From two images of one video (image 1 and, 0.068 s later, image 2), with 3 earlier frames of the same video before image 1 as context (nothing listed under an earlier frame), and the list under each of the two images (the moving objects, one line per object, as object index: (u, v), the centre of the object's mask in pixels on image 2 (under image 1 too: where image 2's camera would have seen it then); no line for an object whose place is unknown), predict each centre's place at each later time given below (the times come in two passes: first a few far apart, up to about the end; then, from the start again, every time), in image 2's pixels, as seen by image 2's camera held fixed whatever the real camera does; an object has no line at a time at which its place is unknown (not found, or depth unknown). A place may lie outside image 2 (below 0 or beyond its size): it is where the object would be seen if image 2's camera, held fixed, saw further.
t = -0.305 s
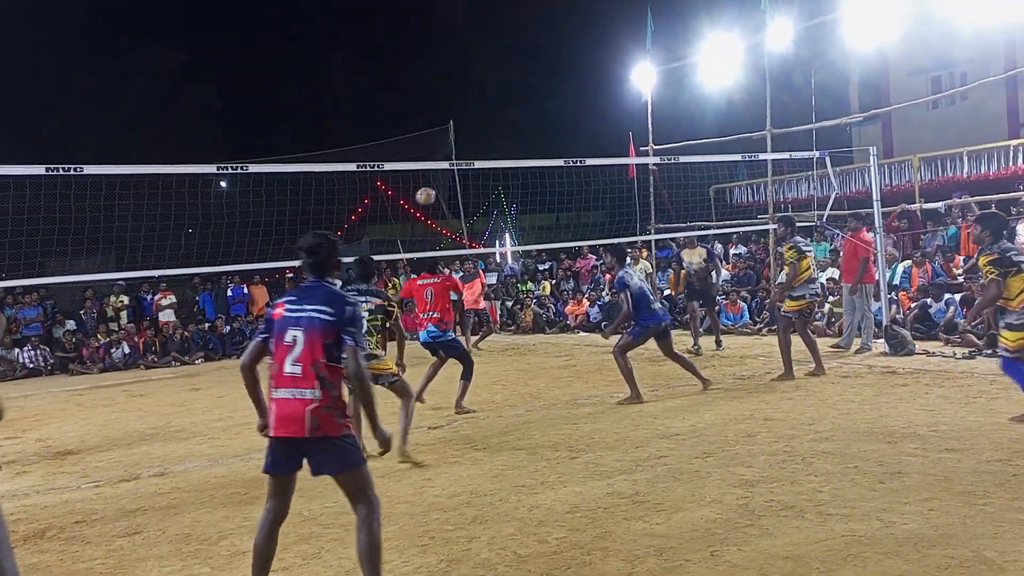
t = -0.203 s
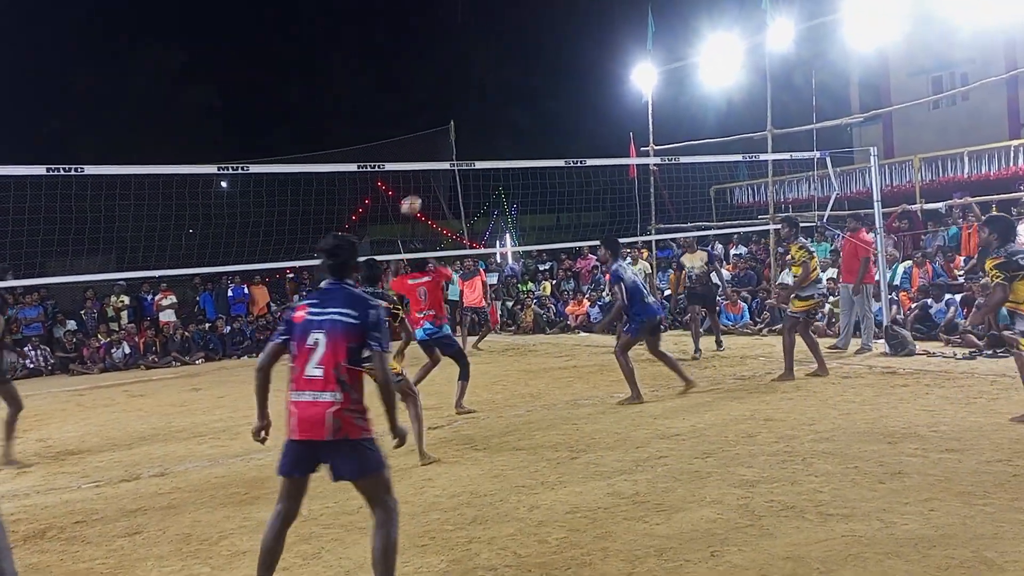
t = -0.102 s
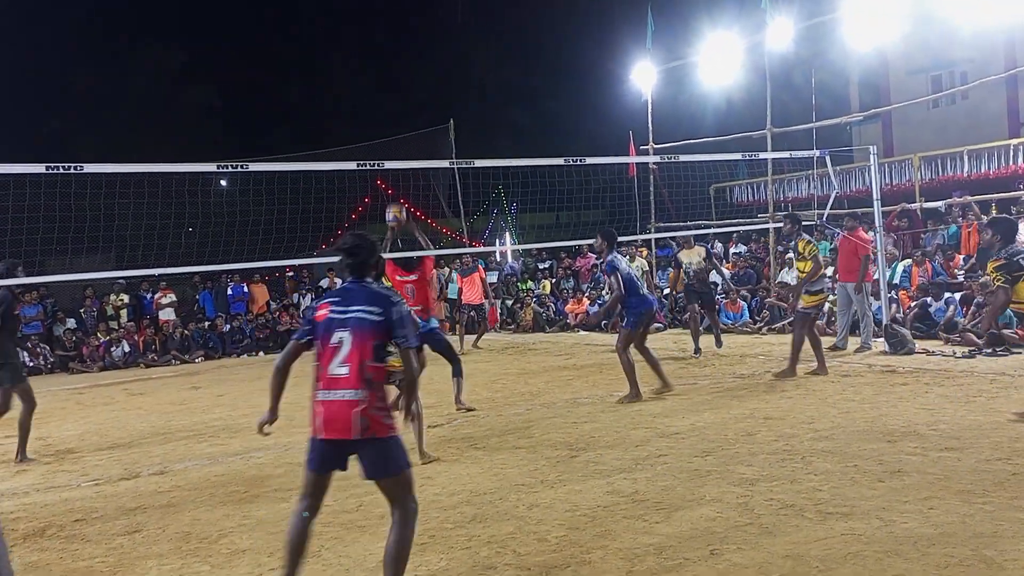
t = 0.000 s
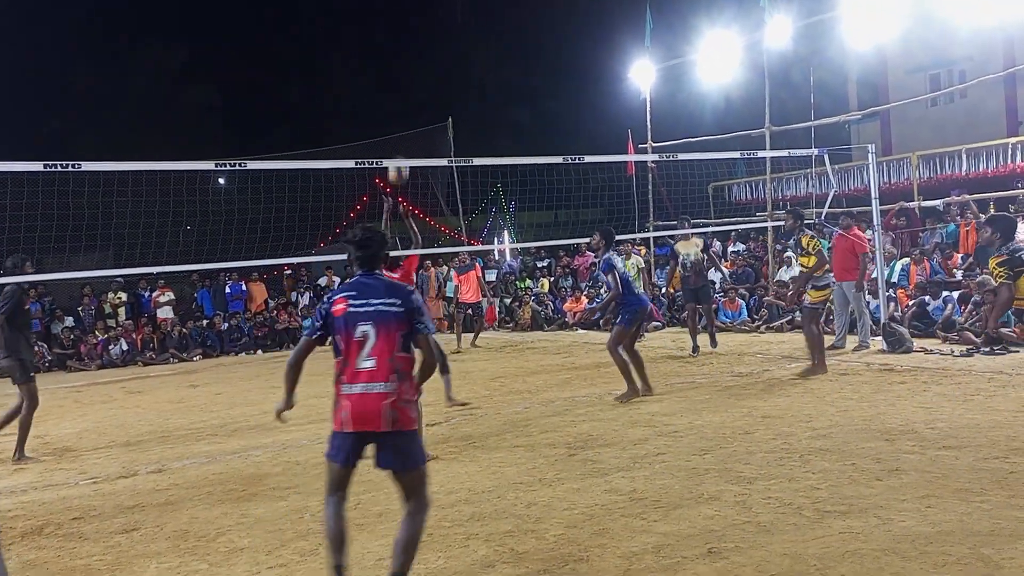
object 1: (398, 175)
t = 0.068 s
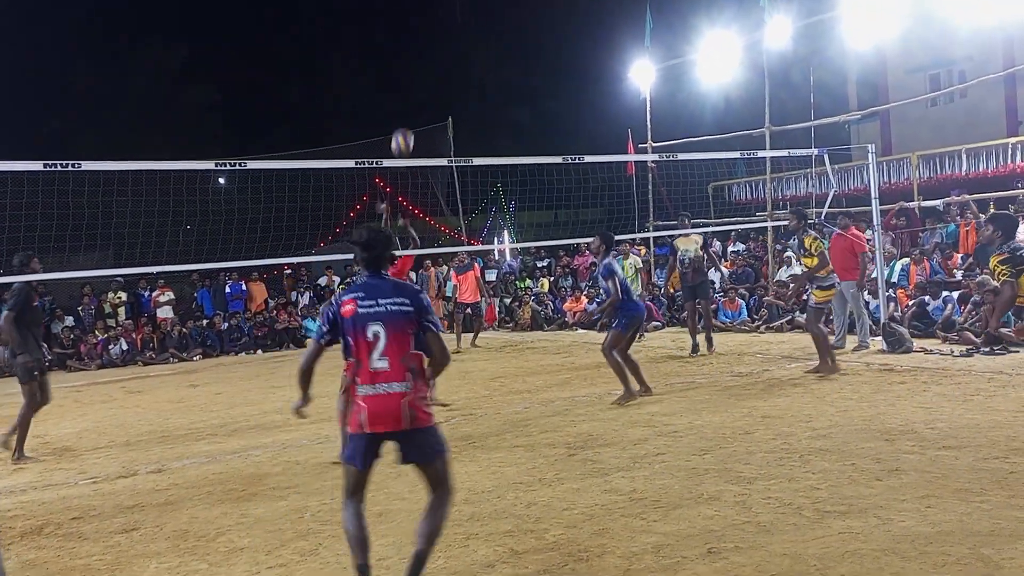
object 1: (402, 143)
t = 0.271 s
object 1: (417, 82)
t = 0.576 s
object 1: (449, 66)
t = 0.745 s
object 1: (473, 106)
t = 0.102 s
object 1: (405, 130)
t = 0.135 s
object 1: (407, 118)
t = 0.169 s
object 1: (409, 108)
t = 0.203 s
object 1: (412, 98)
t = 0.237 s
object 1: (415, 90)
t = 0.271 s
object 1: (417, 82)
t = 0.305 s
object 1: (420, 75)
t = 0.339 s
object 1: (423, 70)
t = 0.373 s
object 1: (426, 65)
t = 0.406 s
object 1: (430, 62)
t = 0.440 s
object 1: (433, 60)
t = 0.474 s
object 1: (437, 60)
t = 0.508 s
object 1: (441, 60)
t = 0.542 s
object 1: (445, 62)
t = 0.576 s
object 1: (449, 66)
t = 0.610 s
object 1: (453, 70)
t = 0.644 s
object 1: (458, 76)
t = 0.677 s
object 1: (463, 85)
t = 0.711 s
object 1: (467, 94)
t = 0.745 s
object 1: (473, 106)
